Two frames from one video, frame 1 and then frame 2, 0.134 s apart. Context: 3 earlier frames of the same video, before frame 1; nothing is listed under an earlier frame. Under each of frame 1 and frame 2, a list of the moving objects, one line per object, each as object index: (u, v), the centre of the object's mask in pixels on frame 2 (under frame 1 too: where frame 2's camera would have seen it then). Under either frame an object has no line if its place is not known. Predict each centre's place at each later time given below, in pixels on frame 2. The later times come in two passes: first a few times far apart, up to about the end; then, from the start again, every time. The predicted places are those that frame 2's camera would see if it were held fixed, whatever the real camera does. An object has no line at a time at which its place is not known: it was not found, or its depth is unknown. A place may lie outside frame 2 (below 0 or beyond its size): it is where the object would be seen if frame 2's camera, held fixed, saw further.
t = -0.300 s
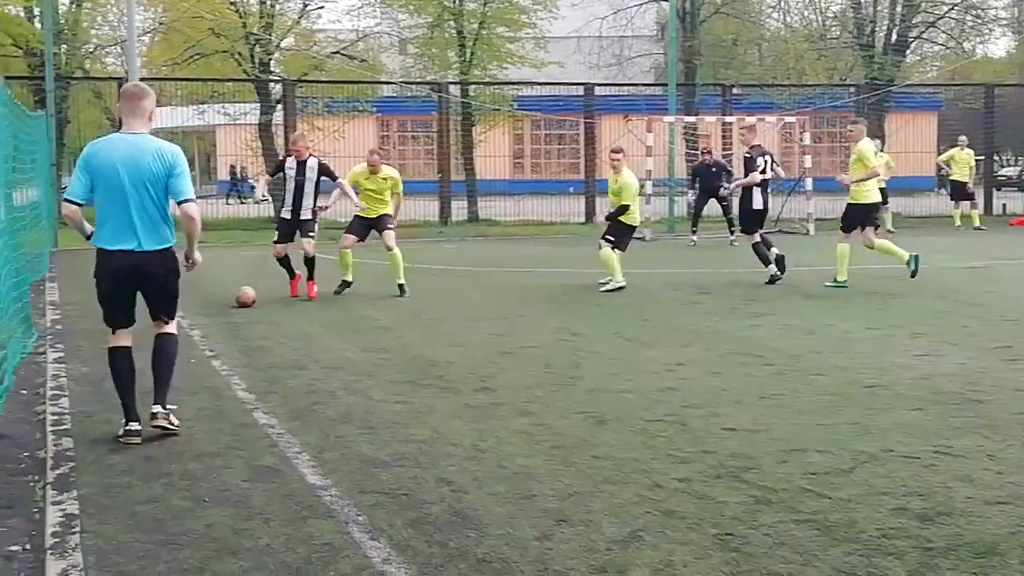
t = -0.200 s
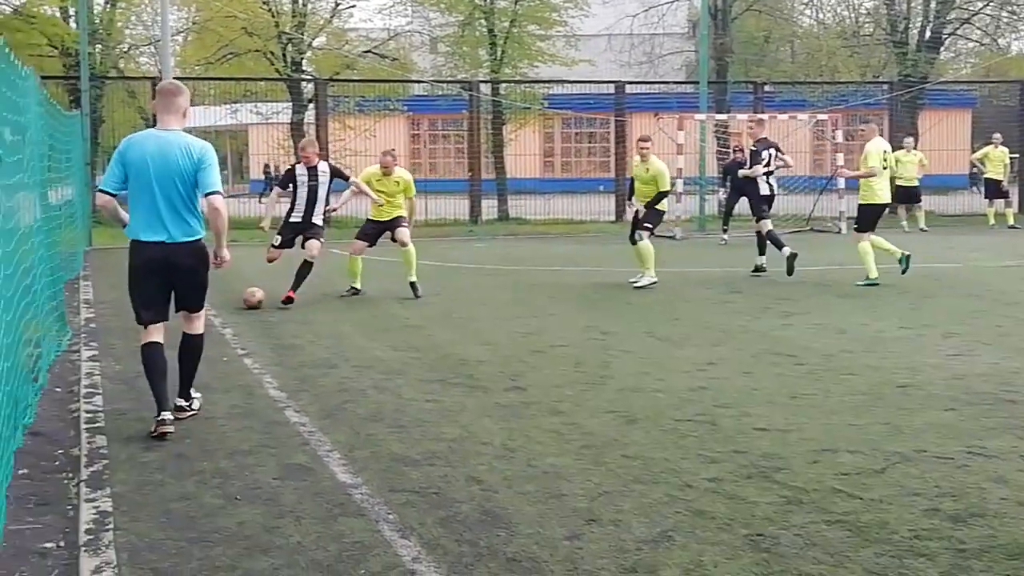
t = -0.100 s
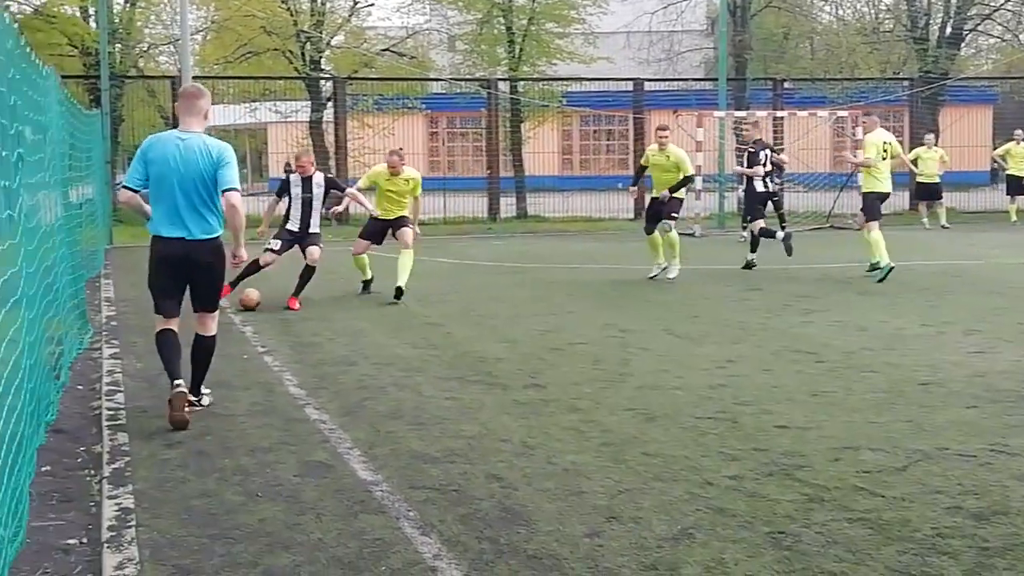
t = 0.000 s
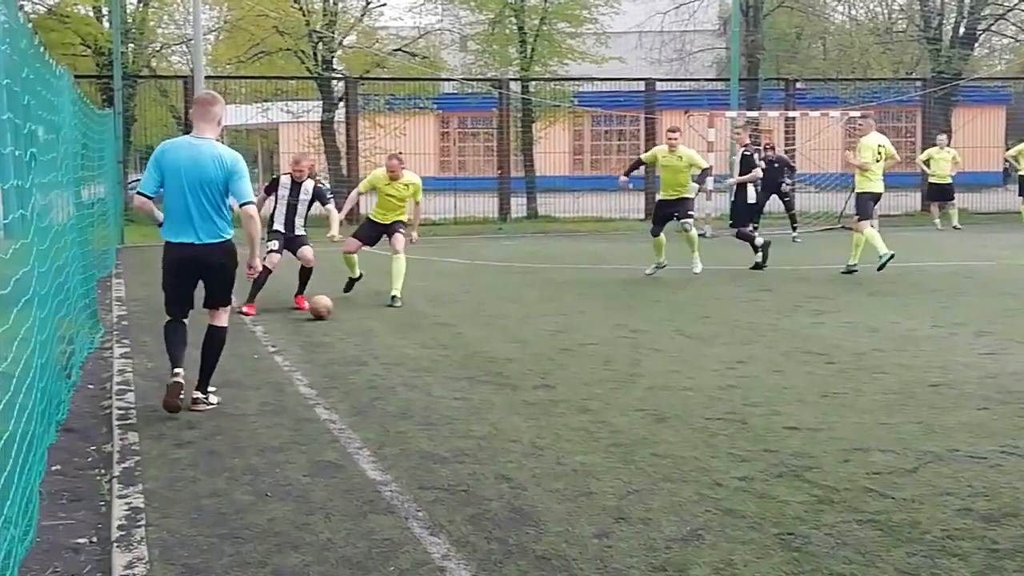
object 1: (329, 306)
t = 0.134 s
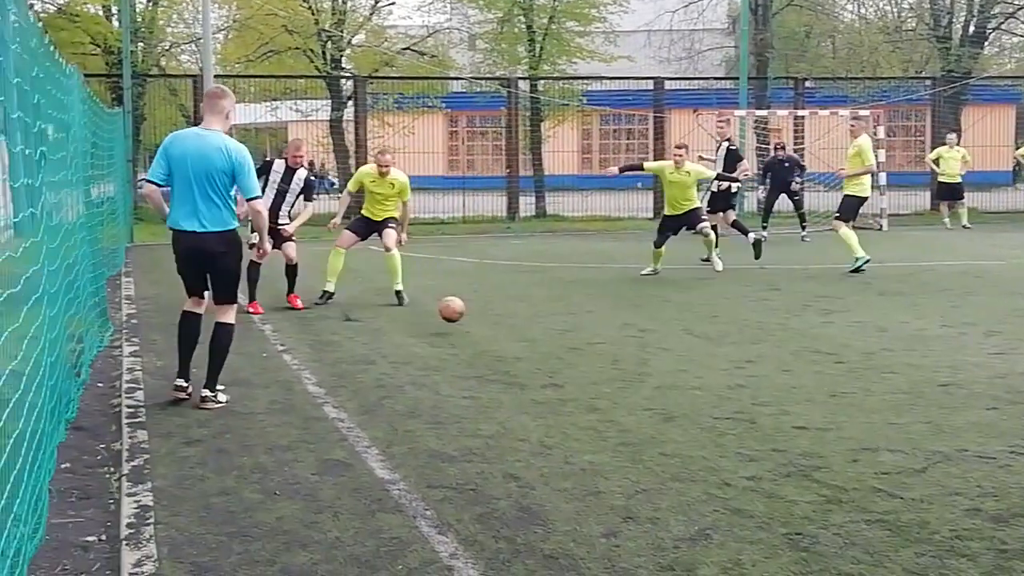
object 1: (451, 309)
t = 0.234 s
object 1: (556, 322)
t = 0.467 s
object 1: (835, 356)
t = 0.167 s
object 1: (485, 312)
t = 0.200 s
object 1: (520, 316)
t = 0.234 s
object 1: (556, 322)
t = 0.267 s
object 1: (595, 330)
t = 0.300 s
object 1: (635, 340)
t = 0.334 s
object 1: (674, 344)
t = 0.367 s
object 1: (712, 344)
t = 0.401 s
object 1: (750, 346)
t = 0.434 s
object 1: (792, 350)
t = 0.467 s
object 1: (835, 356)
